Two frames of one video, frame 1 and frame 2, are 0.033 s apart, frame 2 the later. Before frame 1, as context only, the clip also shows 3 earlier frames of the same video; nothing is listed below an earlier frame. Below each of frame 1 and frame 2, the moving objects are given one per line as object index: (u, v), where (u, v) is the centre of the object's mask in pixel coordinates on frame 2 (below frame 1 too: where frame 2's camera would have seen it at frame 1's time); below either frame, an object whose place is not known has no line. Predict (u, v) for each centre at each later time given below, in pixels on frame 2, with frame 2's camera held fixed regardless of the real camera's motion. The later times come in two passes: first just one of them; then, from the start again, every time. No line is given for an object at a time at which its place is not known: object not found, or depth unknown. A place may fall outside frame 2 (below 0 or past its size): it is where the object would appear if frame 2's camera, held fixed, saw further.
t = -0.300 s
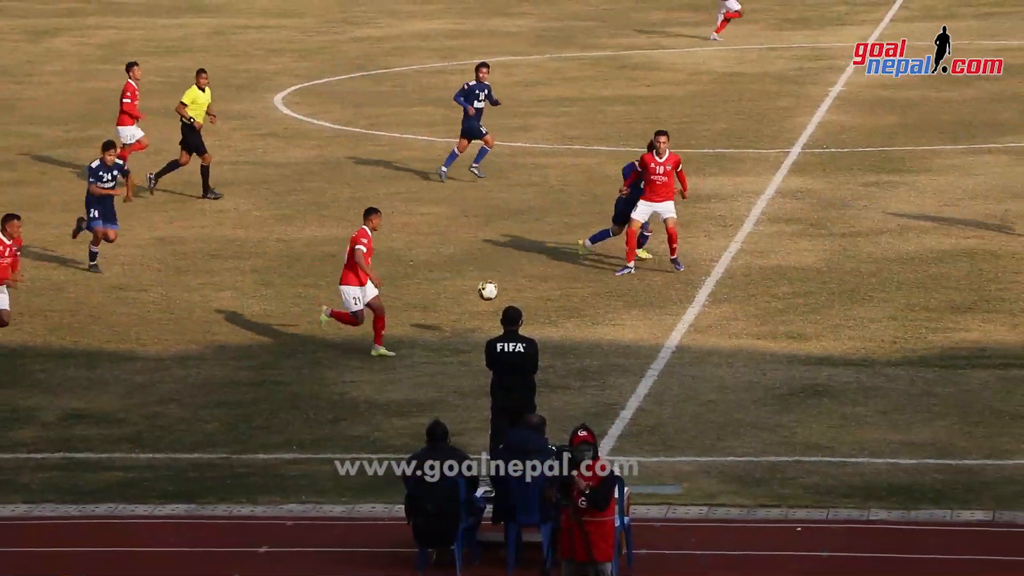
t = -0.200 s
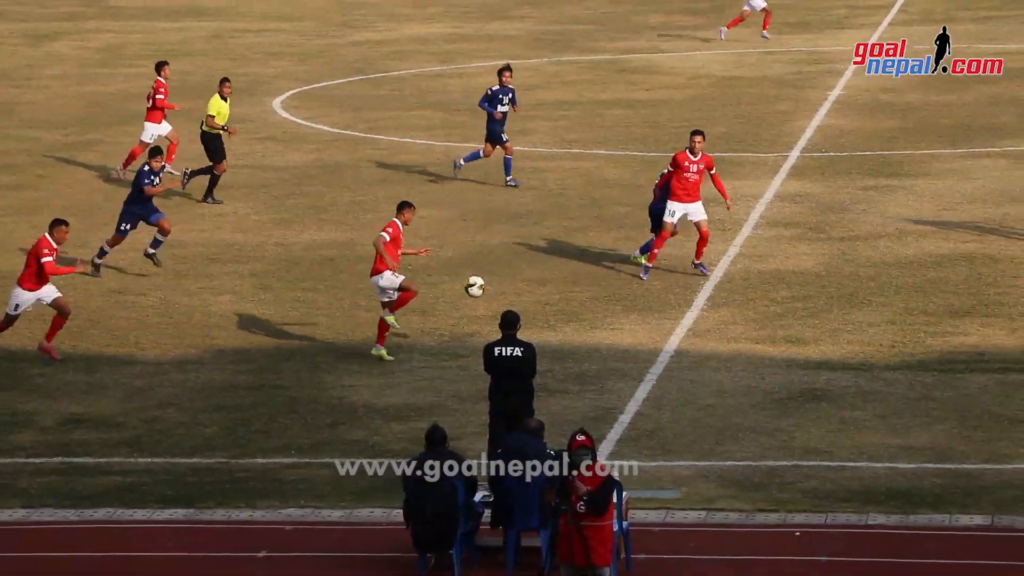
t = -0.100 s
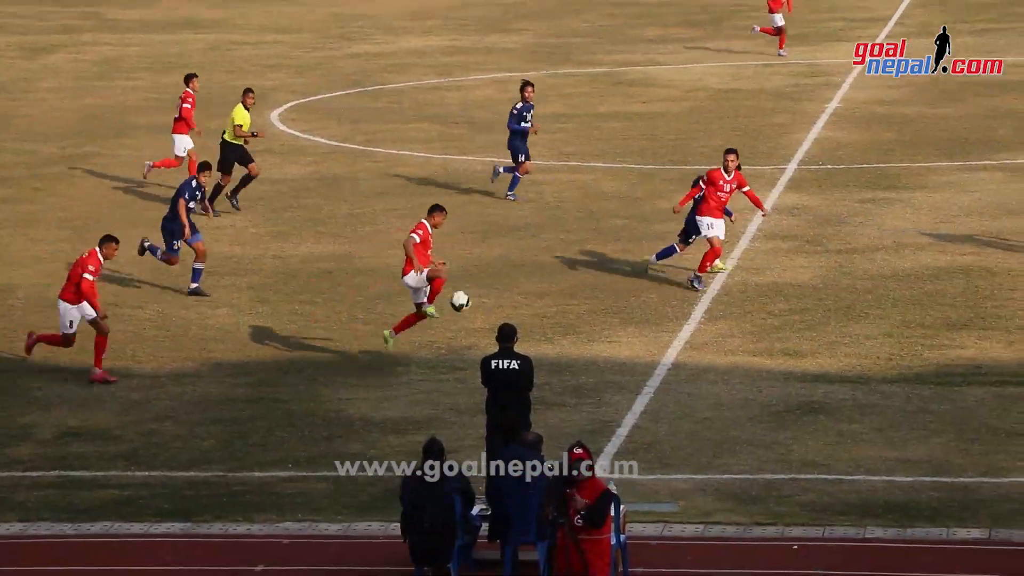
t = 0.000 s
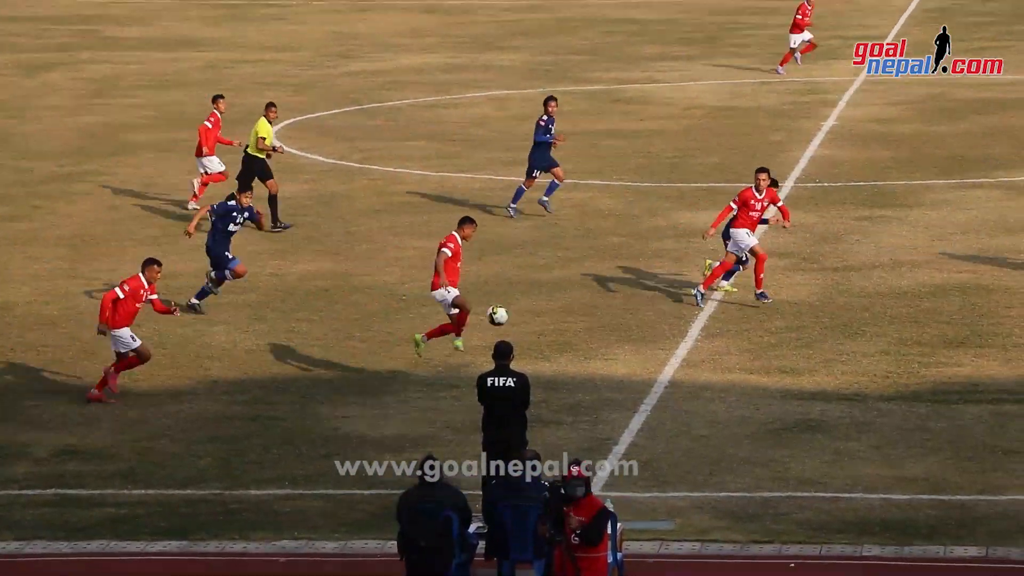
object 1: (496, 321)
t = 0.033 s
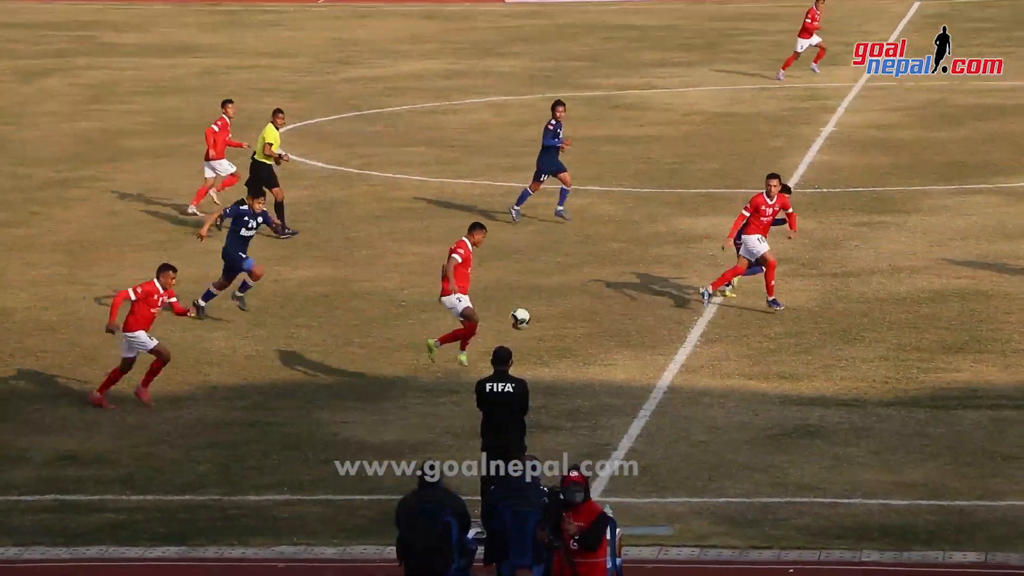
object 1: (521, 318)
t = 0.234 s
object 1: (660, 329)
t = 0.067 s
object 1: (544, 318)
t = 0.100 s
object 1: (566, 318)
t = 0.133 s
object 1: (589, 319)
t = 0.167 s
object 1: (614, 322)
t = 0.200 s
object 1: (637, 325)
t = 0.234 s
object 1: (660, 329)
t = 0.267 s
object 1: (684, 335)
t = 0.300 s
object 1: (708, 342)
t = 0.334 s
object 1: (731, 349)
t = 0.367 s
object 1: (755, 358)
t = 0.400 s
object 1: (778, 368)
